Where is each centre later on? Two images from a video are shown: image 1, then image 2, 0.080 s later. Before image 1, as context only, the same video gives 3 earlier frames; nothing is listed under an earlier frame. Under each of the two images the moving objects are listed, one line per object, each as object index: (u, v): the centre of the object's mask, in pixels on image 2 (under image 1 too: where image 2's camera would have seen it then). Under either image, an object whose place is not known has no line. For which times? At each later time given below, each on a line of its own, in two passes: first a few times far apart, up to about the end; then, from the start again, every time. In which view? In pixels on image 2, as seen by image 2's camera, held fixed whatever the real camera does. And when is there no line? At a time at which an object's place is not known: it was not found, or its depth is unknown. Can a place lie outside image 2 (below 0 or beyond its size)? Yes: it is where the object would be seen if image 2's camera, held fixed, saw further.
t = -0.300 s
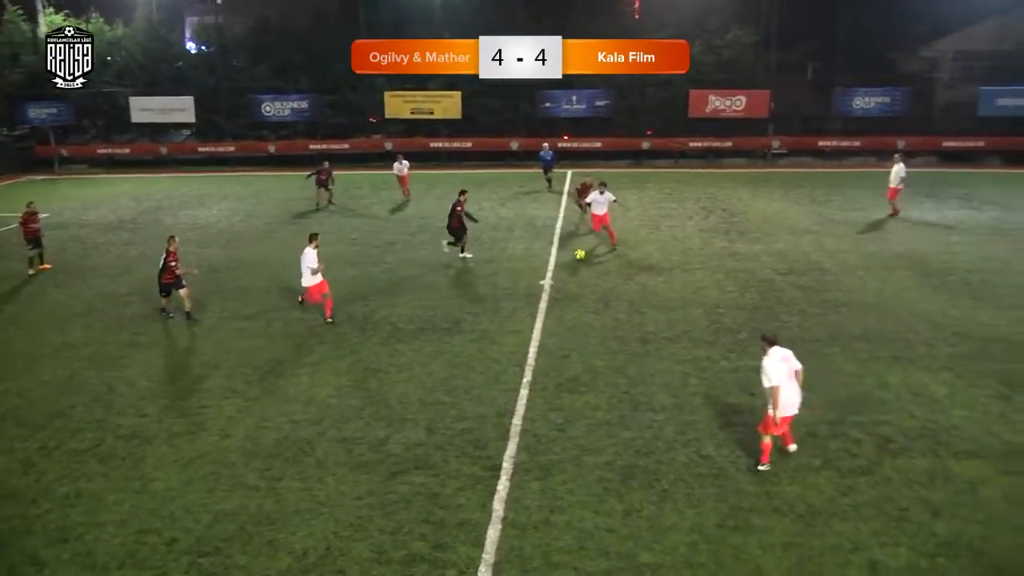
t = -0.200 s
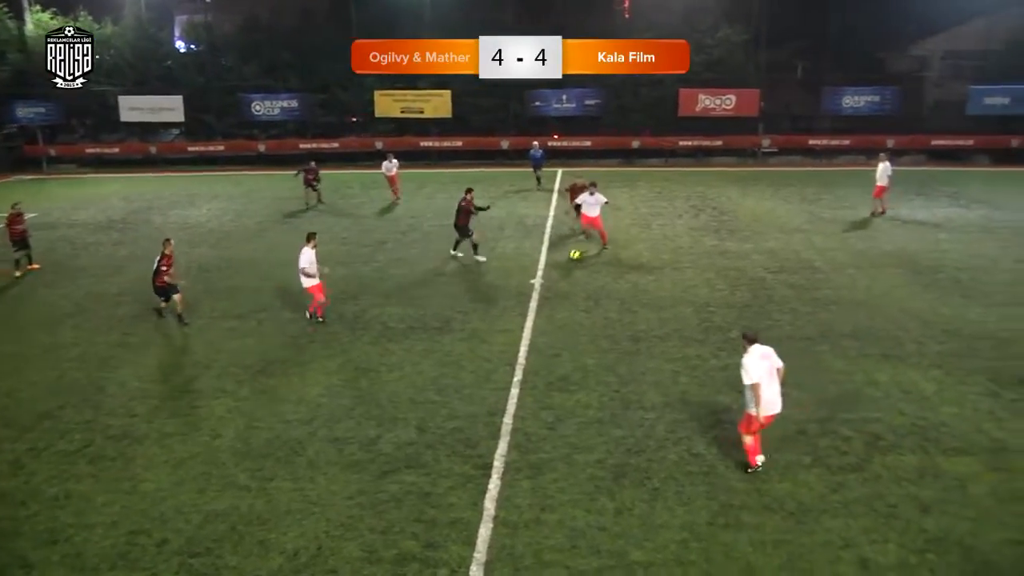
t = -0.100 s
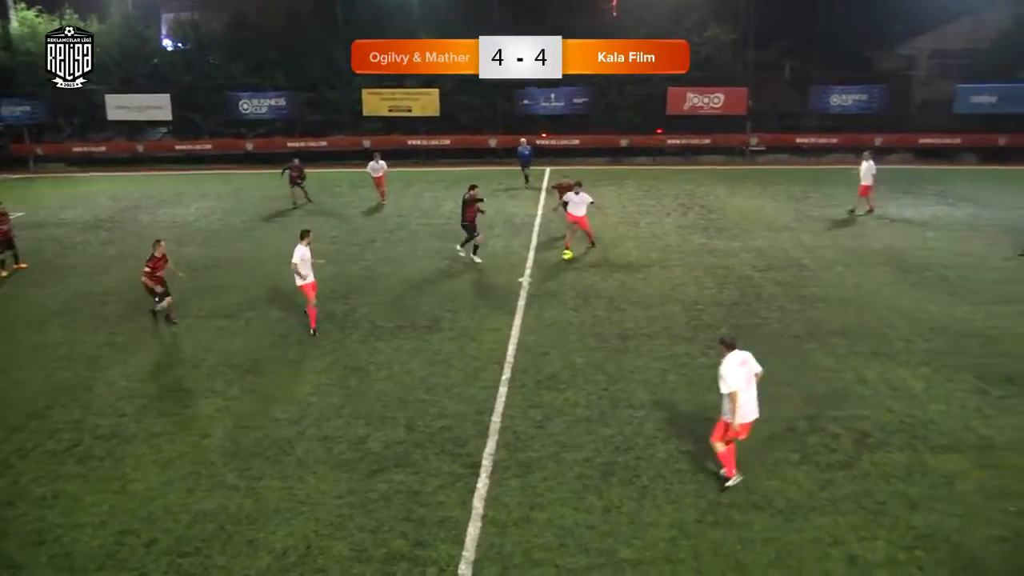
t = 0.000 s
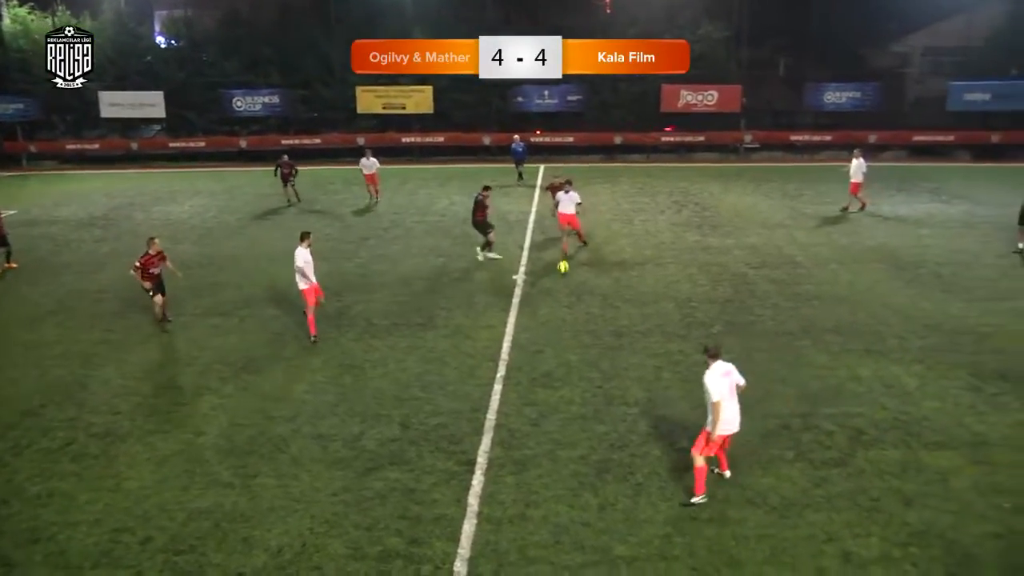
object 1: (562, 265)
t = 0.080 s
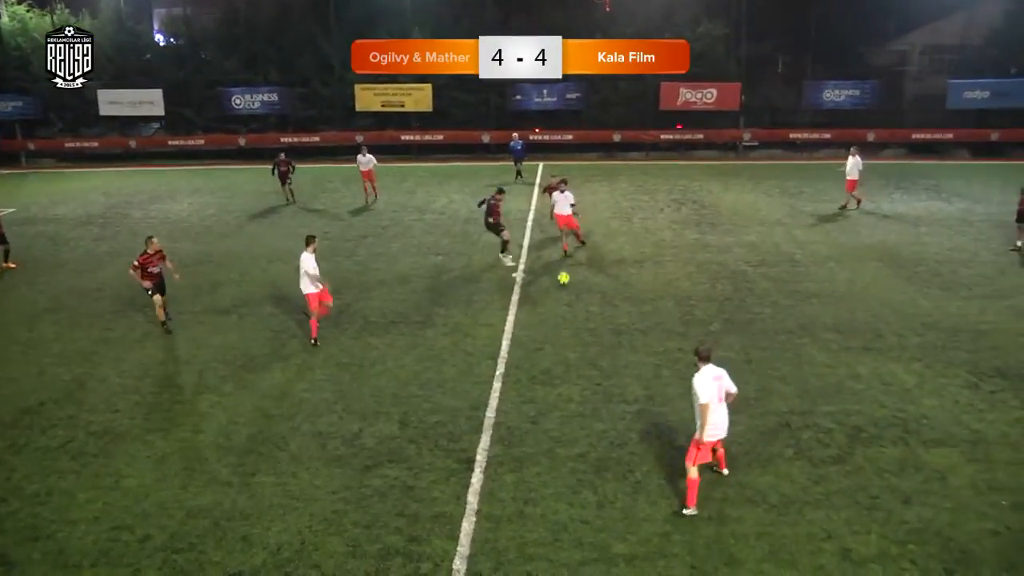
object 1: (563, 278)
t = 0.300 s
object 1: (567, 322)
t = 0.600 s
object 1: (575, 397)
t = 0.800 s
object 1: (583, 456)
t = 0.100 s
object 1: (563, 282)
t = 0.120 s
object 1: (564, 286)
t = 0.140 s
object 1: (564, 289)
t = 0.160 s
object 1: (564, 293)
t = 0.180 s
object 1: (565, 297)
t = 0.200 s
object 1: (565, 300)
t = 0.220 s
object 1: (566, 304)
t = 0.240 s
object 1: (566, 309)
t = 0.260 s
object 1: (567, 314)
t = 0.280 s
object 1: (567, 317)
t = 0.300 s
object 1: (567, 322)
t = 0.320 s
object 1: (568, 325)
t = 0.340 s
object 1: (568, 330)
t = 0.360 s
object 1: (569, 335)
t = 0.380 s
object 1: (569, 340)
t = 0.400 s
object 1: (569, 344)
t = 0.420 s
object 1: (570, 349)
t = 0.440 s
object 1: (570, 354)
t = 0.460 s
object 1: (571, 359)
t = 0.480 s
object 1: (571, 364)
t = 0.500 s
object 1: (572, 369)
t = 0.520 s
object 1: (573, 375)
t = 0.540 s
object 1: (573, 380)
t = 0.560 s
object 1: (574, 385)
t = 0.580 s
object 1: (574, 391)
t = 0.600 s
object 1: (575, 397)
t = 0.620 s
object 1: (576, 402)
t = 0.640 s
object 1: (577, 408)
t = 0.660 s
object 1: (578, 414)
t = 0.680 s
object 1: (578, 420)
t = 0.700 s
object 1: (579, 426)
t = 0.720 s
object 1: (580, 431)
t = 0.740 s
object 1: (581, 438)
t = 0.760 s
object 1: (582, 444)
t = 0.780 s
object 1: (583, 450)
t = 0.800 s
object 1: (583, 456)
